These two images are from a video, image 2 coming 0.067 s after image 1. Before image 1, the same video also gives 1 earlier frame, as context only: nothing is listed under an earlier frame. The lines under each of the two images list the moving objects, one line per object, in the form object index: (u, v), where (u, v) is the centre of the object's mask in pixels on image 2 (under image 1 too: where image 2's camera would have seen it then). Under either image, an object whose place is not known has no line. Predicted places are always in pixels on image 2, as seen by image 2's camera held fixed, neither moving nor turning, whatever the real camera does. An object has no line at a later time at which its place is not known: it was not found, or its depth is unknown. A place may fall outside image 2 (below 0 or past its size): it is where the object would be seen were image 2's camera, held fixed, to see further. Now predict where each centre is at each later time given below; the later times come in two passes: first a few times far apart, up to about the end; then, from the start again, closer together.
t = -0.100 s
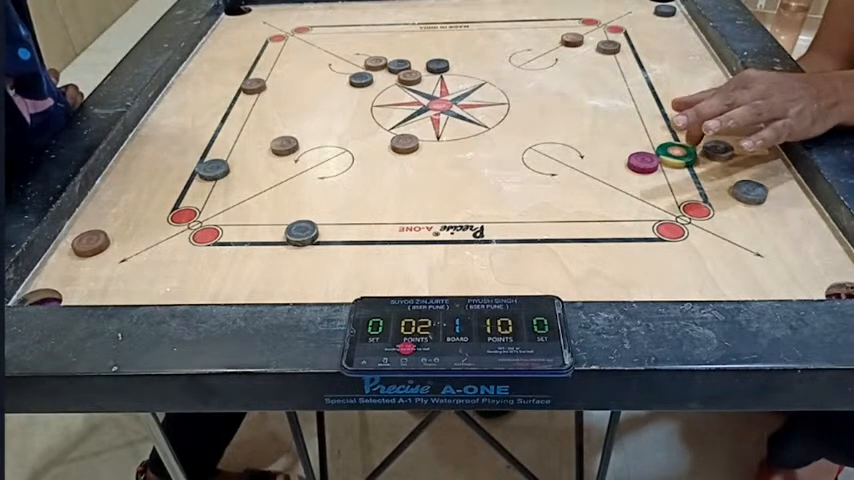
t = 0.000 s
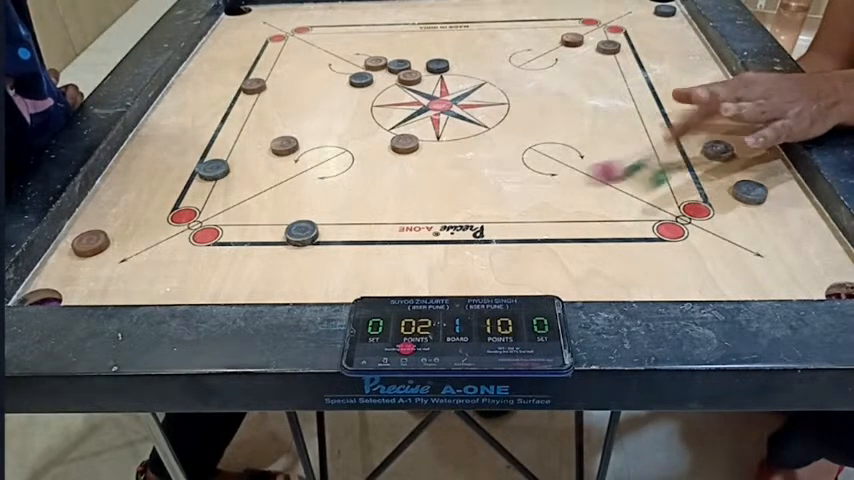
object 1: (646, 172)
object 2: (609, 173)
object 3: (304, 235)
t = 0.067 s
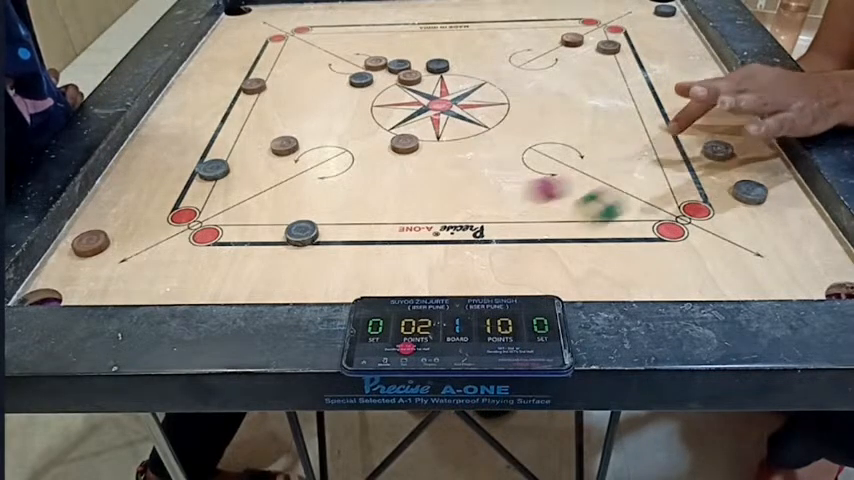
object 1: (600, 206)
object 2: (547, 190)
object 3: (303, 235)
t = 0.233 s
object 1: (468, 285)
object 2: (410, 225)
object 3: (303, 235)
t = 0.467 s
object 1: (354, 234)
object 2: (289, 267)
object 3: (286, 229)
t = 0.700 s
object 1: (298, 198)
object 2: (257, 285)
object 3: (281, 227)
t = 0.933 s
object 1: (276, 185)
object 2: (257, 285)
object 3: (281, 228)
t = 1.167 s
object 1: (275, 184)
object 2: (257, 285)
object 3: (281, 229)
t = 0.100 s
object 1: (574, 223)
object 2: (517, 198)
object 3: (303, 235)
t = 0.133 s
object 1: (550, 241)
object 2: (489, 205)
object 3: (303, 235)
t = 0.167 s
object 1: (520, 261)
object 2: (464, 211)
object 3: (303, 235)
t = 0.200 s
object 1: (497, 275)
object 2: (435, 218)
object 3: (303, 235)
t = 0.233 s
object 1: (468, 285)
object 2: (410, 225)
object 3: (303, 235)
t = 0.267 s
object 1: (442, 285)
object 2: (386, 232)
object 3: (304, 235)
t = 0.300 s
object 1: (425, 280)
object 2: (363, 237)
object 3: (303, 235)
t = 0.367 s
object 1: (393, 260)
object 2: (321, 249)
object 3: (301, 233)
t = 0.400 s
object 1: (379, 251)
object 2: (310, 255)
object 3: (295, 232)
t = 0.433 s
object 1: (366, 242)
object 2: (299, 262)
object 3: (290, 231)
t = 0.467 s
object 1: (354, 234)
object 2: (289, 267)
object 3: (286, 229)
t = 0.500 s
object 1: (343, 227)
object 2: (281, 272)
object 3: (283, 228)
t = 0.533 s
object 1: (333, 220)
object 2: (274, 276)
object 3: (282, 228)
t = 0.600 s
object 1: (317, 210)
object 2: (264, 281)
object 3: (282, 228)
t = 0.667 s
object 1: (303, 202)
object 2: (259, 285)
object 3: (281, 227)
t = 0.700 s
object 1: (298, 198)
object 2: (257, 285)
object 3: (281, 227)
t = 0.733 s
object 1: (292, 195)
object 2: (257, 285)
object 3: (281, 227)
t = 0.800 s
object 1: (285, 190)
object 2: (257, 285)
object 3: (281, 227)
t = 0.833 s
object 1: (282, 188)
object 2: (257, 285)
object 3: (281, 228)
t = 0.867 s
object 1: (279, 187)
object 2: (257, 285)
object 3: (281, 227)
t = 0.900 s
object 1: (277, 186)
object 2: (257, 285)
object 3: (281, 228)
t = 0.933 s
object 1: (276, 185)
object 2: (257, 285)
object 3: (281, 228)
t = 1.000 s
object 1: (275, 184)
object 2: (258, 285)
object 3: (281, 227)
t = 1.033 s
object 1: (275, 184)
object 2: (257, 285)
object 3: (281, 228)
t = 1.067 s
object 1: (274, 184)
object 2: (258, 285)
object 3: (281, 229)
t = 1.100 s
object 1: (275, 184)
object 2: (257, 285)
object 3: (281, 229)
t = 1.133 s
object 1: (275, 184)
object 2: (257, 285)
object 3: (281, 229)
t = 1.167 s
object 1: (275, 184)
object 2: (257, 285)
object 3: (281, 229)
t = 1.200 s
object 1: (274, 184)
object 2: (257, 285)
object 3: (281, 227)
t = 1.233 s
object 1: (274, 184)
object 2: (257, 285)
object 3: (281, 229)
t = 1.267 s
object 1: (274, 184)
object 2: (257, 285)
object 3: (281, 229)
